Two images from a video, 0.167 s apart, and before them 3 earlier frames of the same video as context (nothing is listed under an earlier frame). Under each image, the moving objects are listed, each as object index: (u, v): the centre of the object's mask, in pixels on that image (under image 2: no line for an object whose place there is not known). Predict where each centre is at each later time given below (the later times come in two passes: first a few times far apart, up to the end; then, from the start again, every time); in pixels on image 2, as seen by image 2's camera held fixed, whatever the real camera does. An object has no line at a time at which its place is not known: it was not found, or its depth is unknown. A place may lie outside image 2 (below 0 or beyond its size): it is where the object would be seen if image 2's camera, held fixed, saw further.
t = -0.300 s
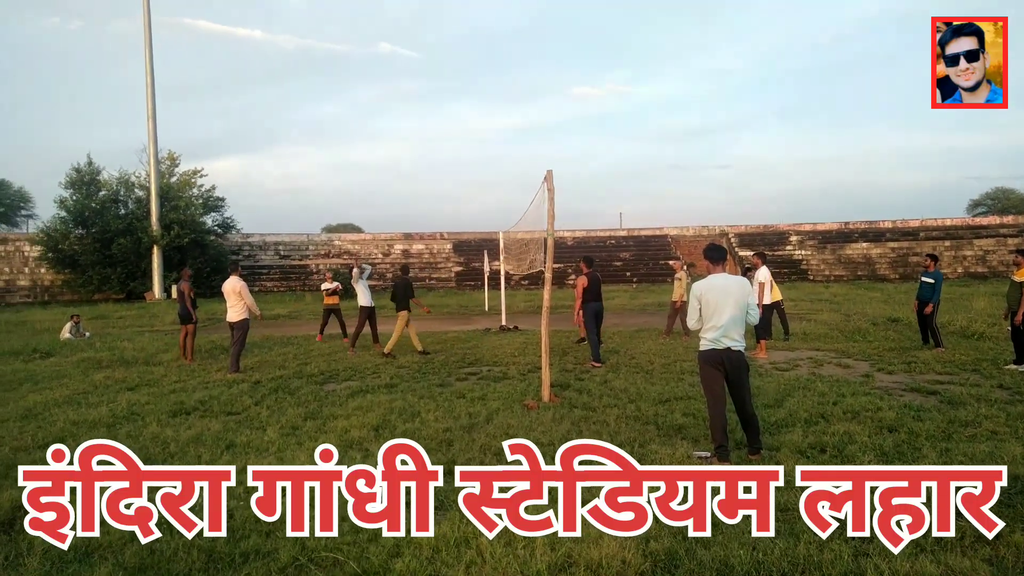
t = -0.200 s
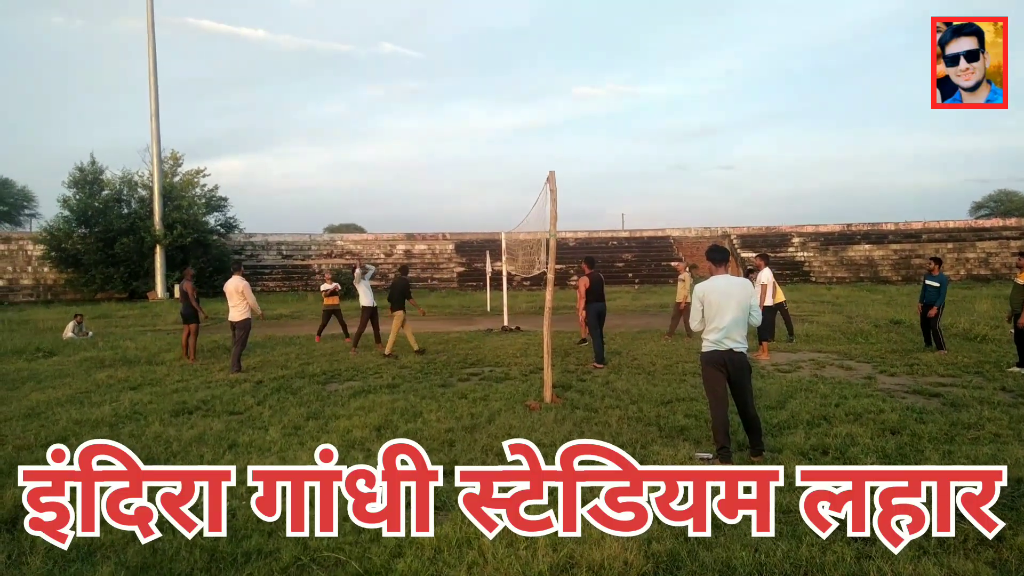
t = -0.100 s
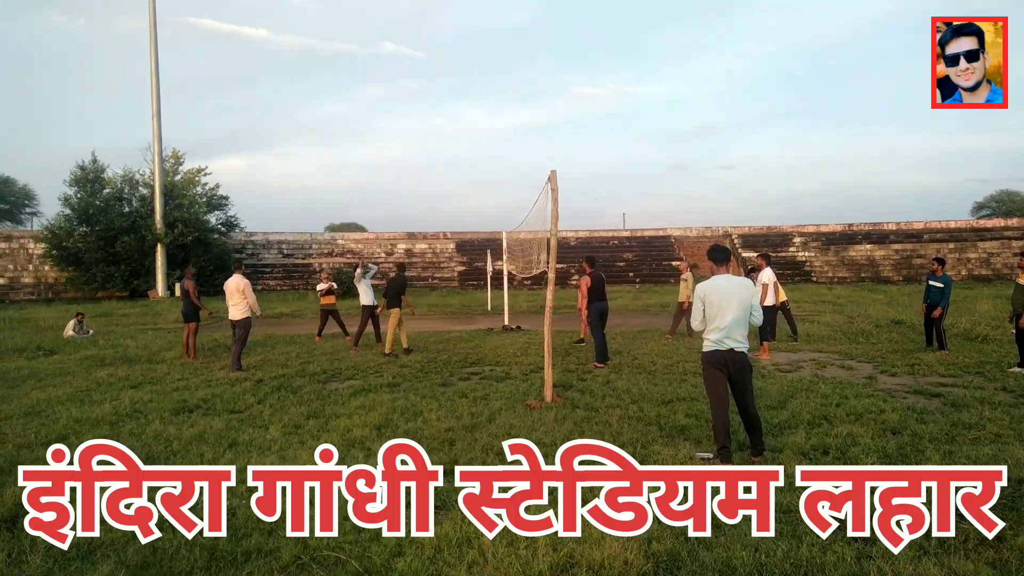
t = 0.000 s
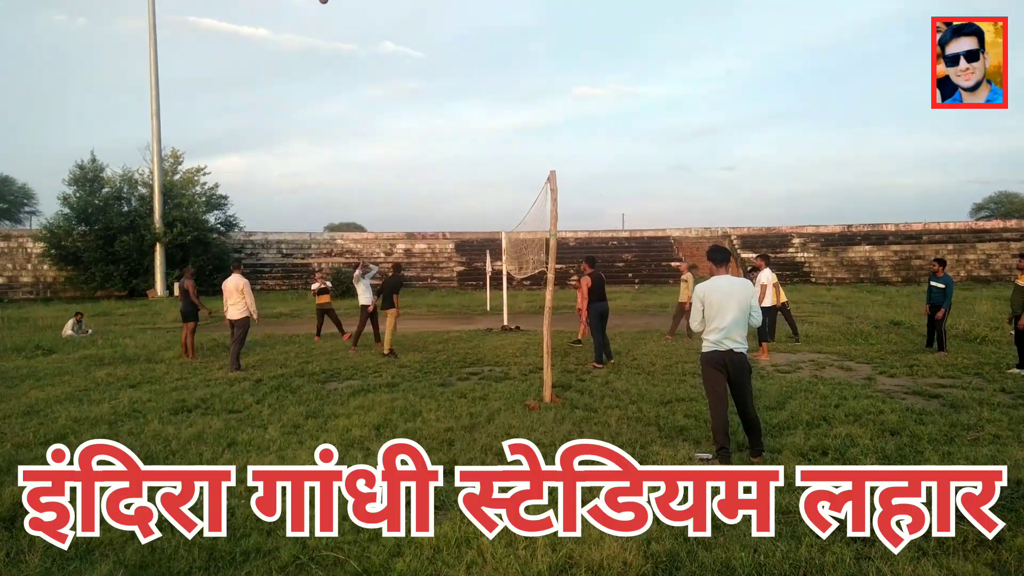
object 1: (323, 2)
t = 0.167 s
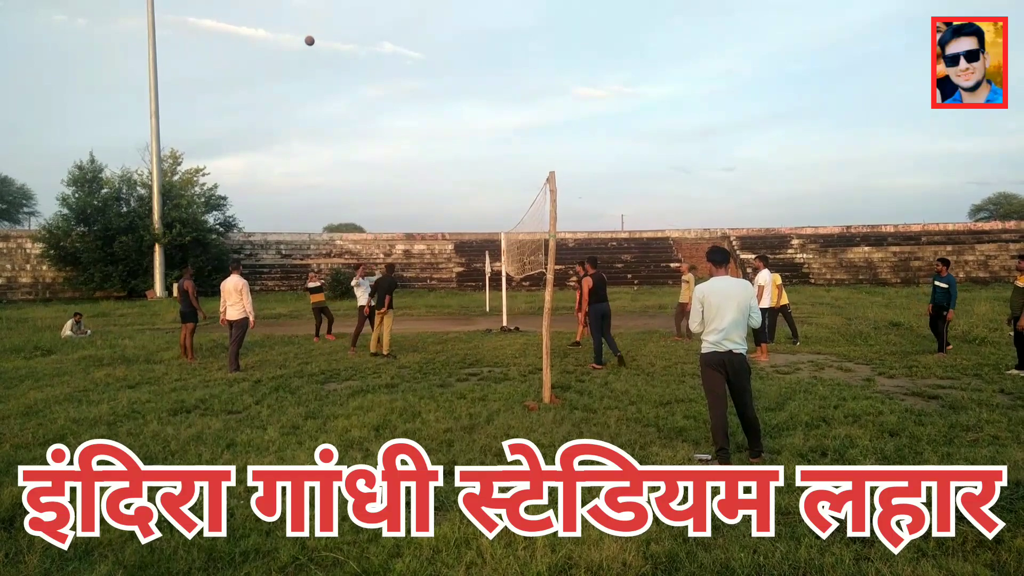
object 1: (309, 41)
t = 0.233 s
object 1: (305, 60)
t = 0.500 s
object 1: (288, 151)
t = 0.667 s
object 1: (279, 219)
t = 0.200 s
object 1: (307, 50)
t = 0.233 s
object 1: (305, 60)
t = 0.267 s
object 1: (303, 70)
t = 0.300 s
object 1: (300, 80)
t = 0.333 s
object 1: (298, 91)
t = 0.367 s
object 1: (296, 103)
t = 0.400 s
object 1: (294, 114)
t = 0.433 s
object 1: (292, 126)
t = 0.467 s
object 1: (290, 139)
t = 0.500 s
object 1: (288, 151)
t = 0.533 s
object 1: (286, 164)
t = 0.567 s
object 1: (285, 178)
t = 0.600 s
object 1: (283, 191)
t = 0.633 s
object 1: (281, 205)
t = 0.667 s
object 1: (279, 219)
